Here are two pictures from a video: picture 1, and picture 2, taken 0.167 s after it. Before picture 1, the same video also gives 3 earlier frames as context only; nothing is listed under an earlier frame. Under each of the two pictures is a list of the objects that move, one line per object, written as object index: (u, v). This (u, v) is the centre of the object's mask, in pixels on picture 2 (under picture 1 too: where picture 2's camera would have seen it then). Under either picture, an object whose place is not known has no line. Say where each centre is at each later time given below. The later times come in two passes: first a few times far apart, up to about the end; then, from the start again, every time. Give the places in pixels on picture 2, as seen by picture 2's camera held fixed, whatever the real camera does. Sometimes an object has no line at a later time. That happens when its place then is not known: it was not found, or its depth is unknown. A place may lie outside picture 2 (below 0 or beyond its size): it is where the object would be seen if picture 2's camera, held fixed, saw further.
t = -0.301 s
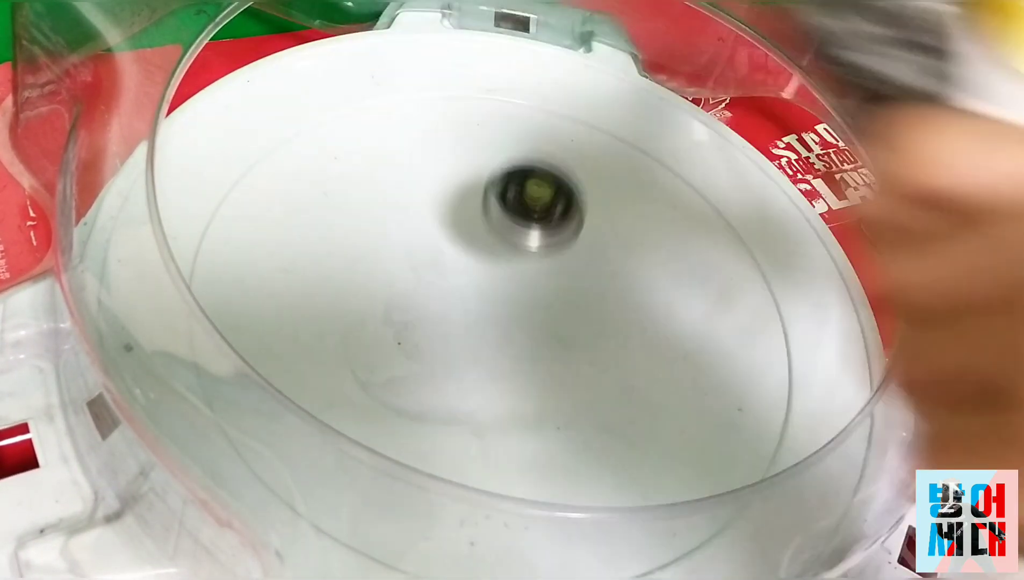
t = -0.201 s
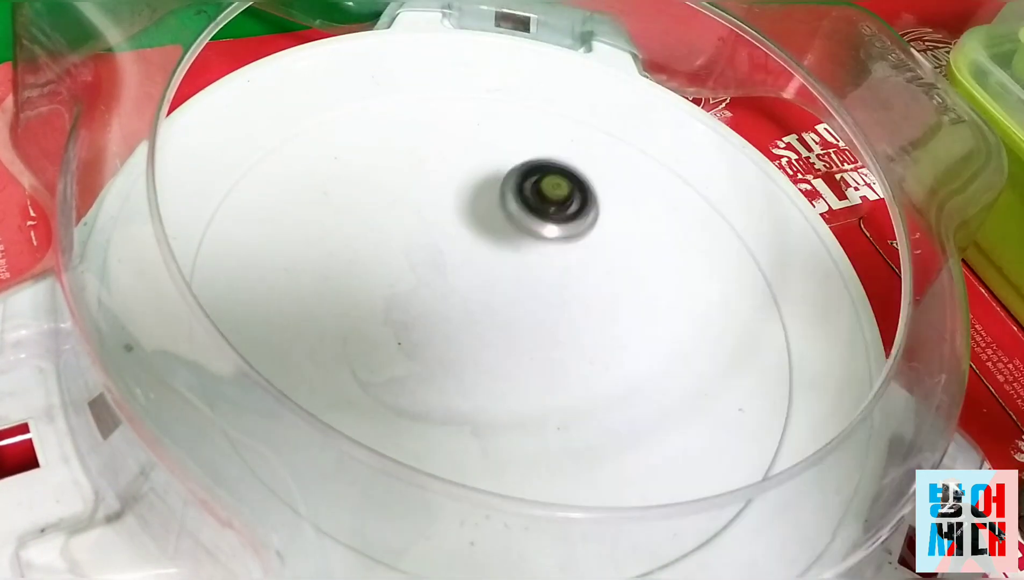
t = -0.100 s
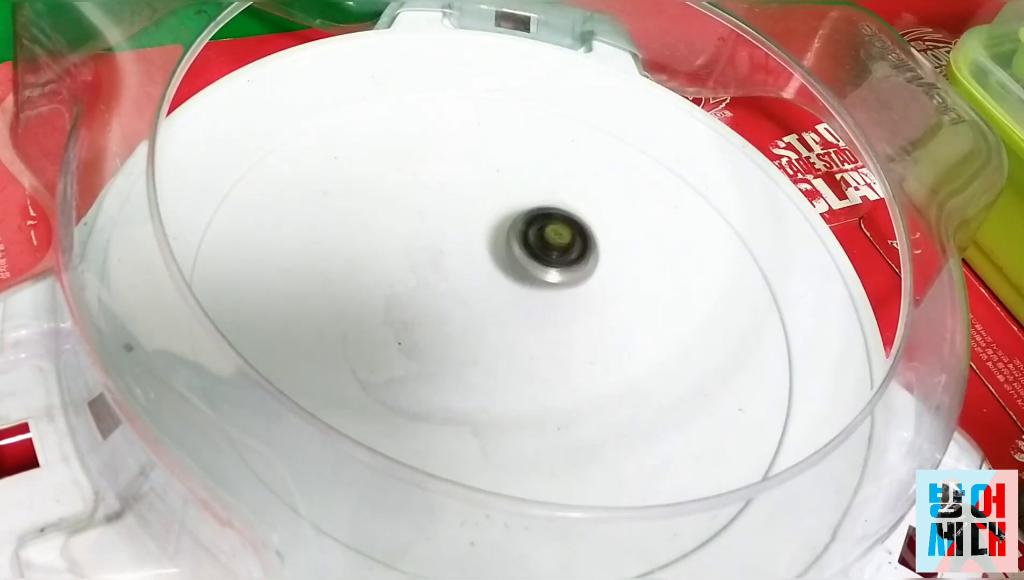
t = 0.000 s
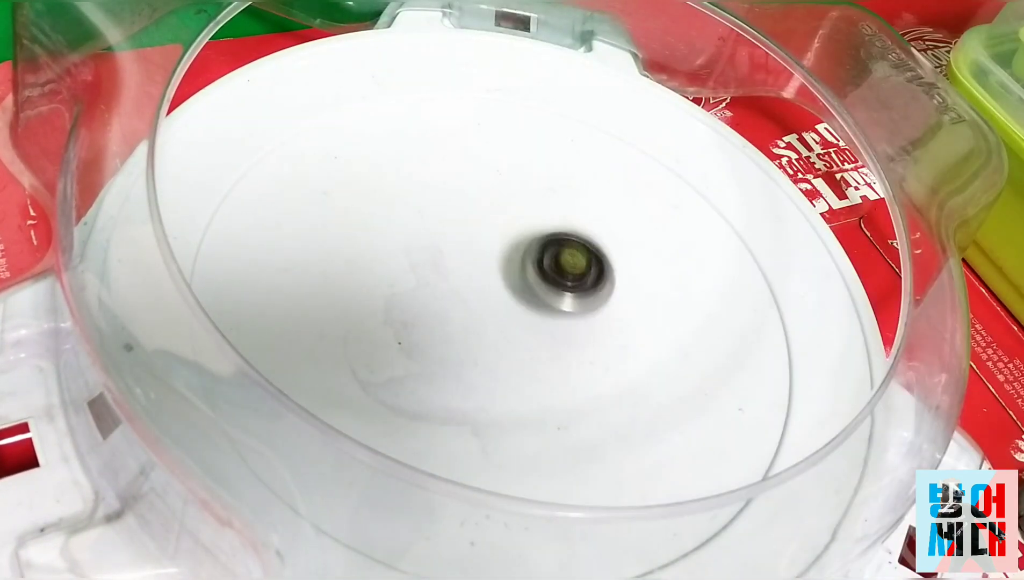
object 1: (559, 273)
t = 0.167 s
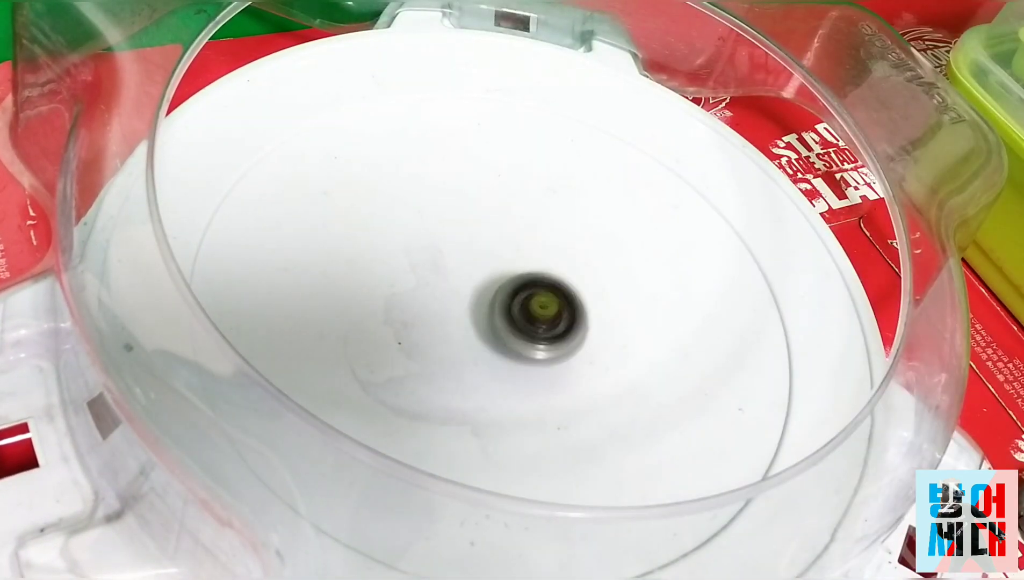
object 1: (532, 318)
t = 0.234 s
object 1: (516, 328)
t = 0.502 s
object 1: (516, 325)
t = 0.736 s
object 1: (523, 320)
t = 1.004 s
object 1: (523, 317)
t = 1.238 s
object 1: (523, 316)
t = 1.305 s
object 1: (527, 316)
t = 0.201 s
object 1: (524, 324)
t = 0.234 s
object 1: (516, 328)
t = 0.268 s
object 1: (510, 330)
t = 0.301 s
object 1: (505, 331)
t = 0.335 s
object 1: (503, 330)
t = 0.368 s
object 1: (503, 330)
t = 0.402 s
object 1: (505, 328)
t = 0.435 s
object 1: (509, 327)
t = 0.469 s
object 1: (513, 326)
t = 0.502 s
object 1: (516, 325)
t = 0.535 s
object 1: (519, 324)
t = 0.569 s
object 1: (520, 323)
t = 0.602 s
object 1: (522, 322)
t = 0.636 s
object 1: (521, 321)
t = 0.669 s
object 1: (522, 321)
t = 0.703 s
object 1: (522, 320)
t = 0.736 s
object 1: (523, 320)
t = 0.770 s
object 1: (523, 319)
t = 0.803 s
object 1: (523, 319)
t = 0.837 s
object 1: (523, 319)
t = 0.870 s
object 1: (523, 318)
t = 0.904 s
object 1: (523, 318)
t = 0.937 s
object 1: (523, 318)
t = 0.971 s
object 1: (523, 318)
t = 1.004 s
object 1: (523, 317)
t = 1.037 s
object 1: (523, 317)
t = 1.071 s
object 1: (523, 317)
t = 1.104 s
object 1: (523, 317)
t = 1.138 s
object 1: (523, 316)
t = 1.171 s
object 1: (523, 316)
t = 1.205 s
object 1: (523, 316)
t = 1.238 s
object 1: (523, 316)
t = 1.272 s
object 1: (523, 317)
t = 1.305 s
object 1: (527, 316)
